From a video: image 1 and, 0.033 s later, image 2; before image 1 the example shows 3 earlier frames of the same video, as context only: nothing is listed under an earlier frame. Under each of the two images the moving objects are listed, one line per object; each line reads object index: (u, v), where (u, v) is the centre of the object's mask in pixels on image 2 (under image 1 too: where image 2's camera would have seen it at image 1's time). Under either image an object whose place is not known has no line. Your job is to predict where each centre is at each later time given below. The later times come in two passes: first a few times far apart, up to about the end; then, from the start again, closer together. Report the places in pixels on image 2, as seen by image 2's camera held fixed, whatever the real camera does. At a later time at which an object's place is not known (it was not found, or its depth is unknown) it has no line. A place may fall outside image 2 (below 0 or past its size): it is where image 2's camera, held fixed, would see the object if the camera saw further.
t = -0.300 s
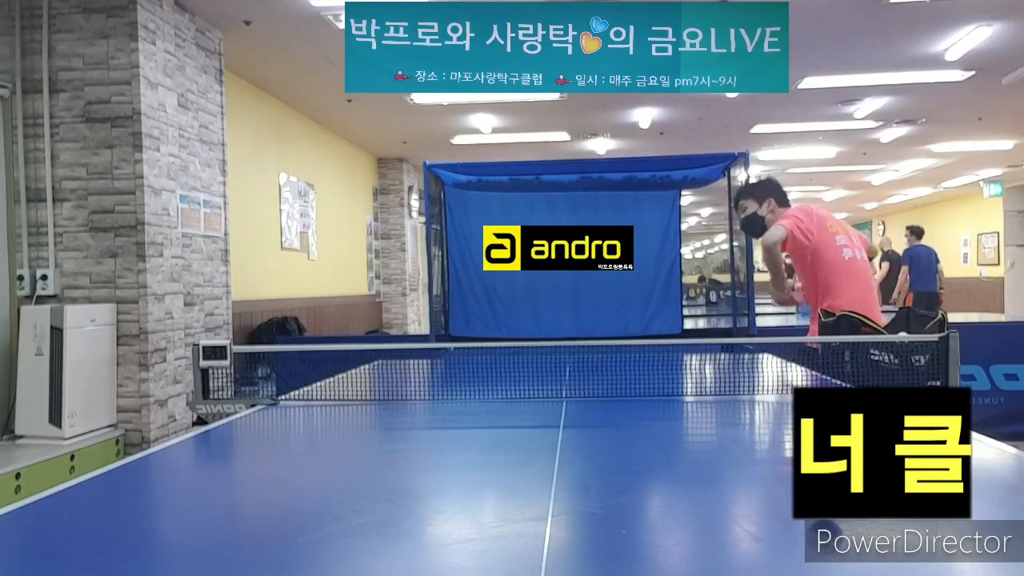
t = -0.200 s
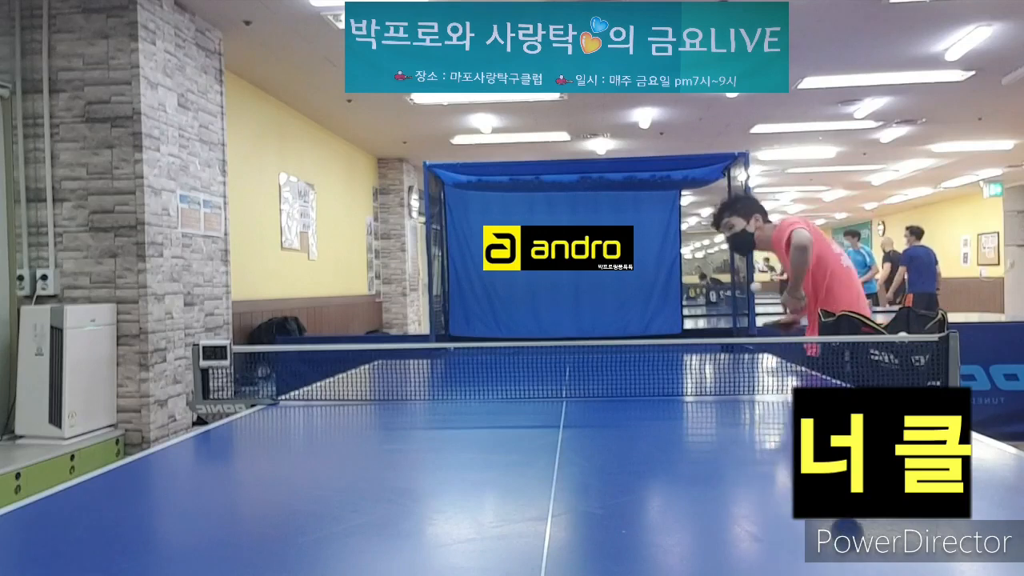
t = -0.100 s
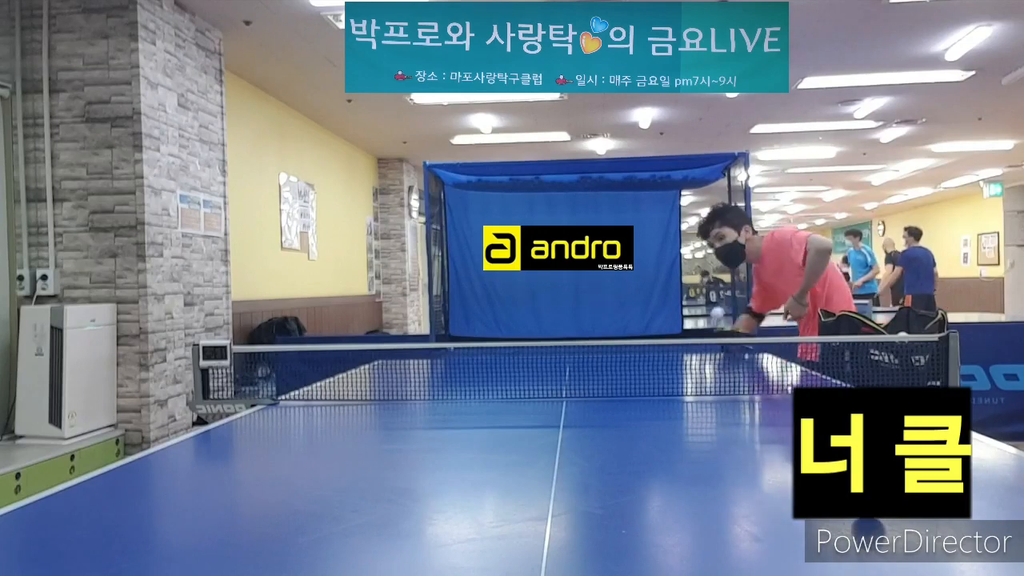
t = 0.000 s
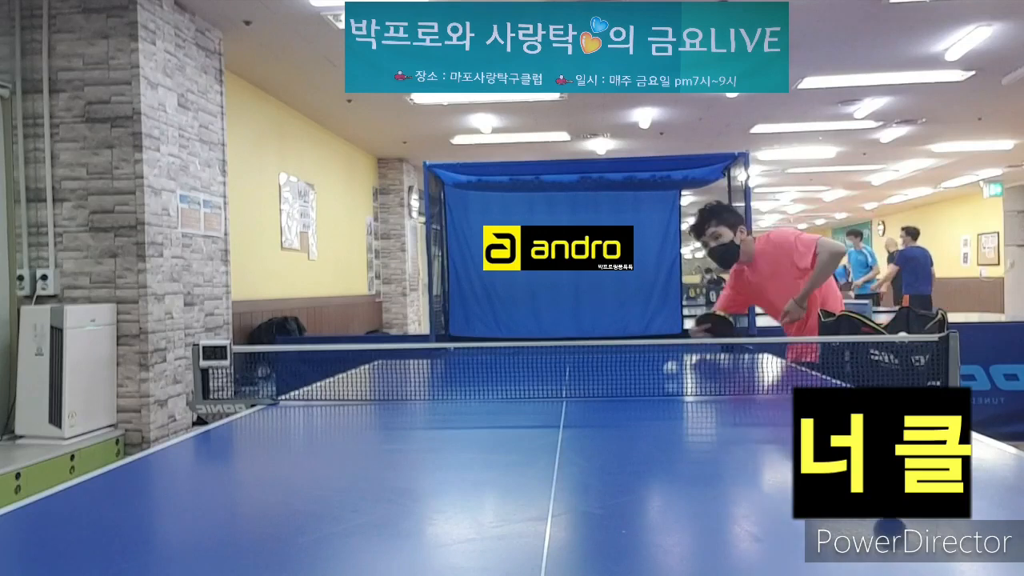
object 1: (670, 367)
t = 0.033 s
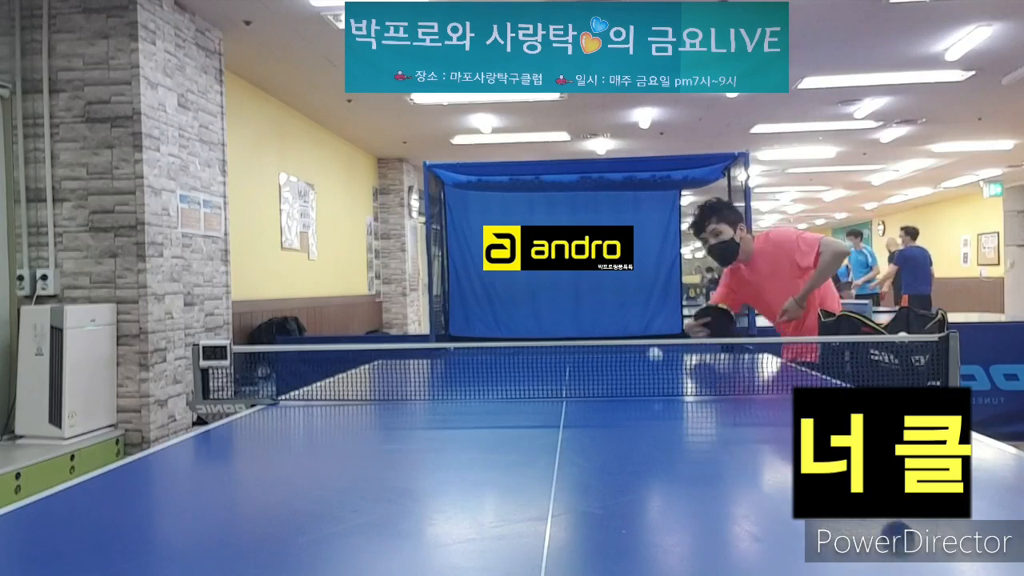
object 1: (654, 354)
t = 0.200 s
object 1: (566, 321)
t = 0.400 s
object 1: (423, 425)
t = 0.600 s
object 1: (277, 374)
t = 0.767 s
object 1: (124, 492)
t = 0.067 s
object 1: (638, 339)
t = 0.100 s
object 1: (622, 331)
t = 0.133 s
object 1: (604, 324)
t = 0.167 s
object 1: (585, 321)
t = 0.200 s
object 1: (566, 321)
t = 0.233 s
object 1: (545, 326)
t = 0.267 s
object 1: (524, 335)
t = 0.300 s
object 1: (501, 349)
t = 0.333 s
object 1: (476, 369)
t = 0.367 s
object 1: (451, 393)
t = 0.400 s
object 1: (423, 425)
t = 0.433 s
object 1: (399, 408)
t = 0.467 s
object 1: (378, 391)
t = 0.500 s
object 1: (353, 378)
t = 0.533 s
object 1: (328, 370)
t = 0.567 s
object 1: (303, 370)
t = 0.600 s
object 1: (277, 374)
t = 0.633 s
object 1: (250, 387)
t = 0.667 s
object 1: (220, 407)
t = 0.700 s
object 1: (190, 434)
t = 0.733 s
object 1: (155, 472)
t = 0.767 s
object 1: (124, 492)
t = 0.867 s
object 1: (54, 429)
